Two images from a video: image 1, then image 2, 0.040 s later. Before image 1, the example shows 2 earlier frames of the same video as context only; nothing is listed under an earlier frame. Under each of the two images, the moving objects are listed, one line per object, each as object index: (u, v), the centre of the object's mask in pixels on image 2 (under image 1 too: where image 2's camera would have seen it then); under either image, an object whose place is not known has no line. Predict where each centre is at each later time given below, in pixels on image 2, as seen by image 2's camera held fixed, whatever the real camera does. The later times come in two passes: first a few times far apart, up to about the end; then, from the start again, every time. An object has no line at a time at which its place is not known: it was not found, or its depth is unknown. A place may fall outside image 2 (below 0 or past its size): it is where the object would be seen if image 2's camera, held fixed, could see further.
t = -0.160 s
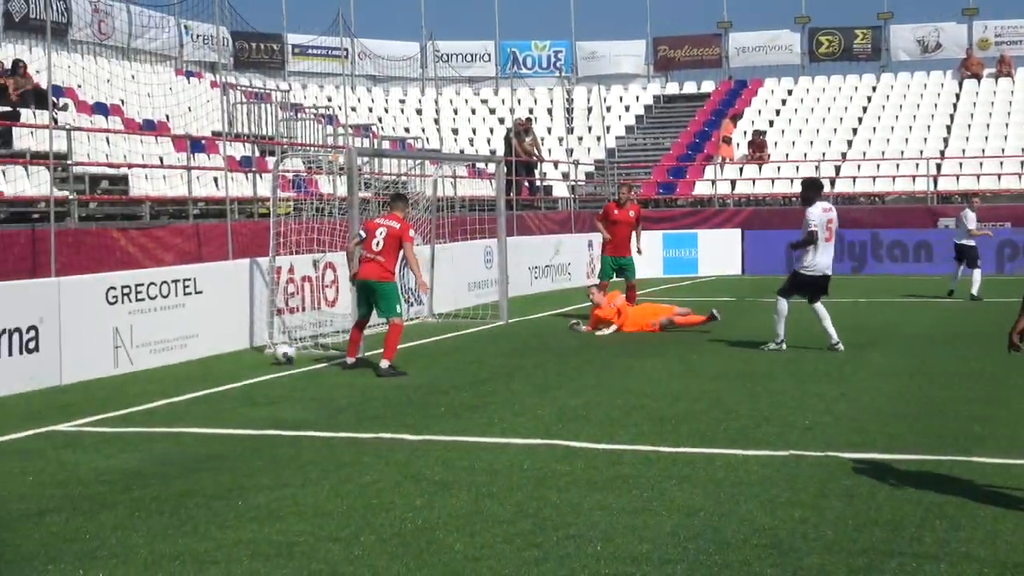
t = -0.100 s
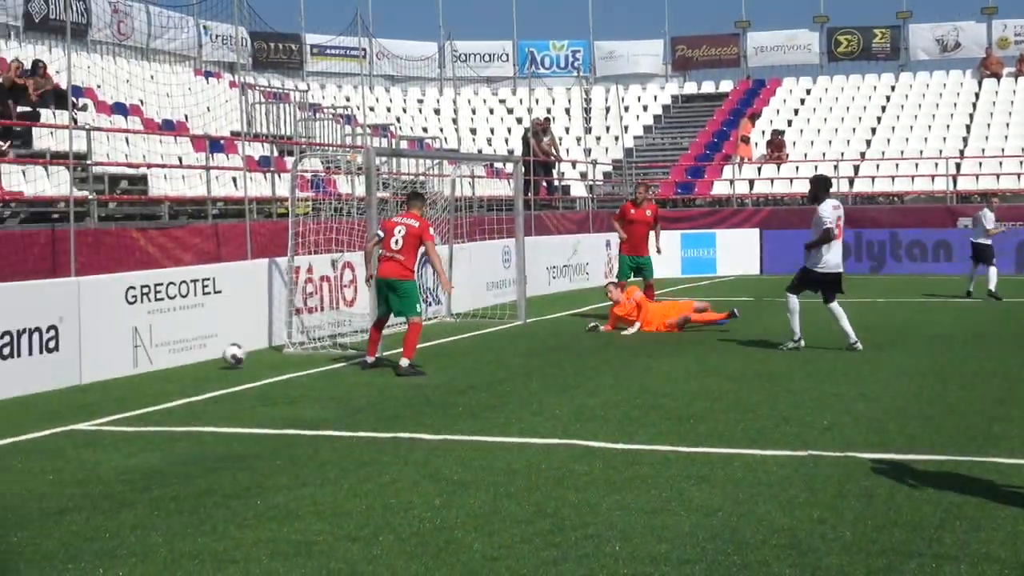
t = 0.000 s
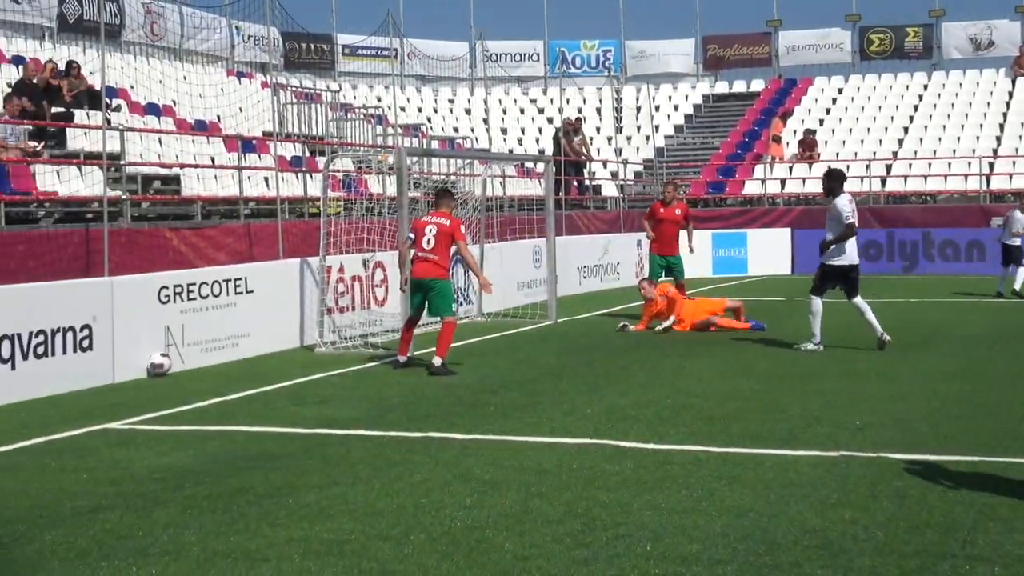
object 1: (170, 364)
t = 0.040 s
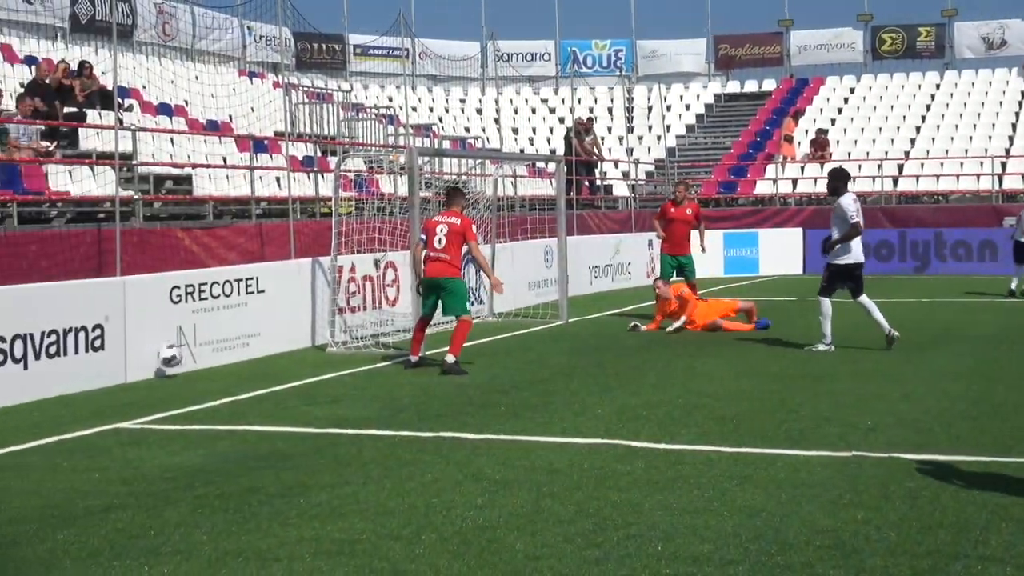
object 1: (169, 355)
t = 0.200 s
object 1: (164, 343)
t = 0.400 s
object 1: (157, 370)
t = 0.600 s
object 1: (116, 391)
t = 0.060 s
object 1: (169, 353)
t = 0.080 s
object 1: (169, 350)
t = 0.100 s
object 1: (168, 347)
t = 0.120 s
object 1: (168, 346)
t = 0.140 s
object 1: (166, 344)
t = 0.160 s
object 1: (165, 343)
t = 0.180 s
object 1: (165, 343)
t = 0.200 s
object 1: (164, 343)
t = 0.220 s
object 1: (163, 343)
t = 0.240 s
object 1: (162, 343)
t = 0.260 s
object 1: (162, 345)
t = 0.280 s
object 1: (161, 347)
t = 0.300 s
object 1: (161, 349)
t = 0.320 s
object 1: (160, 352)
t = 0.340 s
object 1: (159, 356)
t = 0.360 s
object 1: (159, 360)
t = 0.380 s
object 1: (157, 365)
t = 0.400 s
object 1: (157, 370)
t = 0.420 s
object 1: (156, 375)
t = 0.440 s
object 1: (156, 382)
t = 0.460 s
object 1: (156, 388)
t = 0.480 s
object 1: (155, 397)
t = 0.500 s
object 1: (153, 403)
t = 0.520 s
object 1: (146, 401)
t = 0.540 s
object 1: (139, 398)
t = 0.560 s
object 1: (131, 394)
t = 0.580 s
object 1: (123, 392)
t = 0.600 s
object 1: (116, 391)
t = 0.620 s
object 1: (109, 389)
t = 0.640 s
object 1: (102, 388)
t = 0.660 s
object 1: (93, 388)
